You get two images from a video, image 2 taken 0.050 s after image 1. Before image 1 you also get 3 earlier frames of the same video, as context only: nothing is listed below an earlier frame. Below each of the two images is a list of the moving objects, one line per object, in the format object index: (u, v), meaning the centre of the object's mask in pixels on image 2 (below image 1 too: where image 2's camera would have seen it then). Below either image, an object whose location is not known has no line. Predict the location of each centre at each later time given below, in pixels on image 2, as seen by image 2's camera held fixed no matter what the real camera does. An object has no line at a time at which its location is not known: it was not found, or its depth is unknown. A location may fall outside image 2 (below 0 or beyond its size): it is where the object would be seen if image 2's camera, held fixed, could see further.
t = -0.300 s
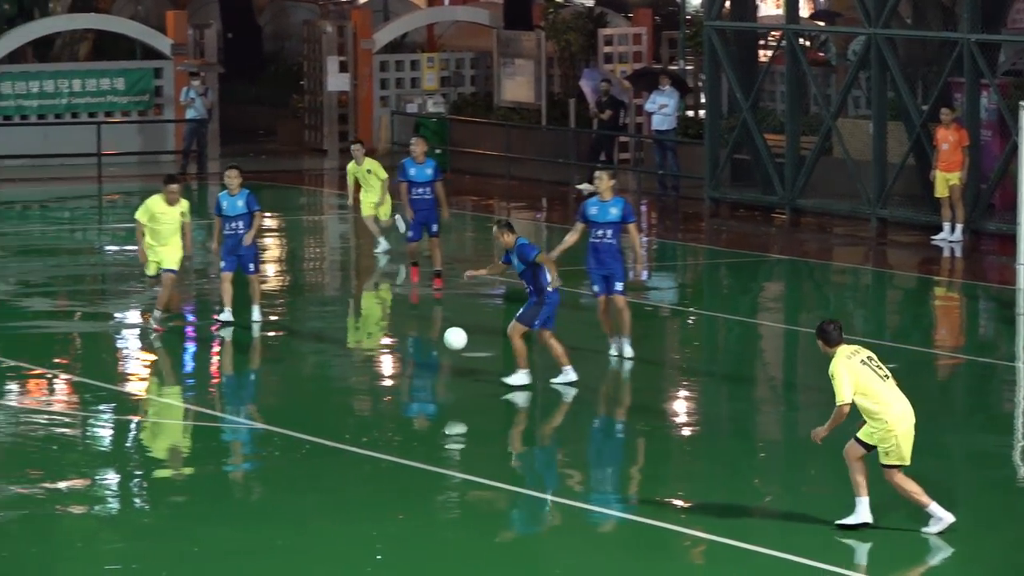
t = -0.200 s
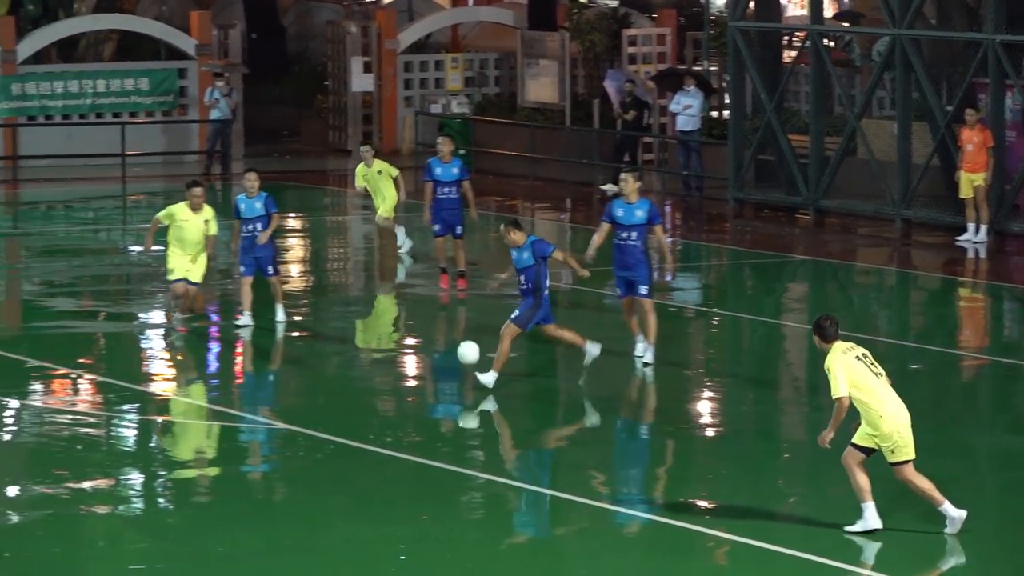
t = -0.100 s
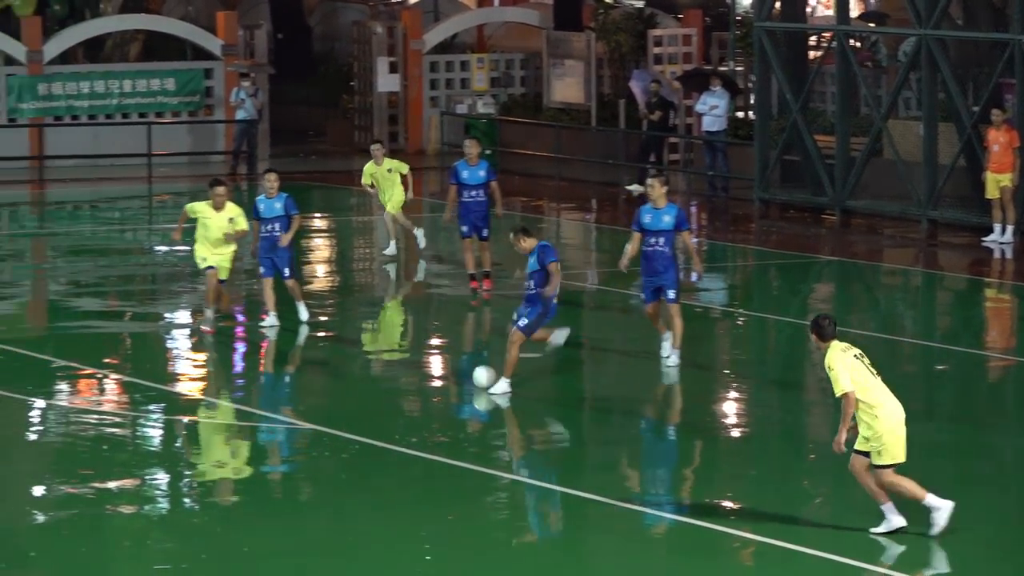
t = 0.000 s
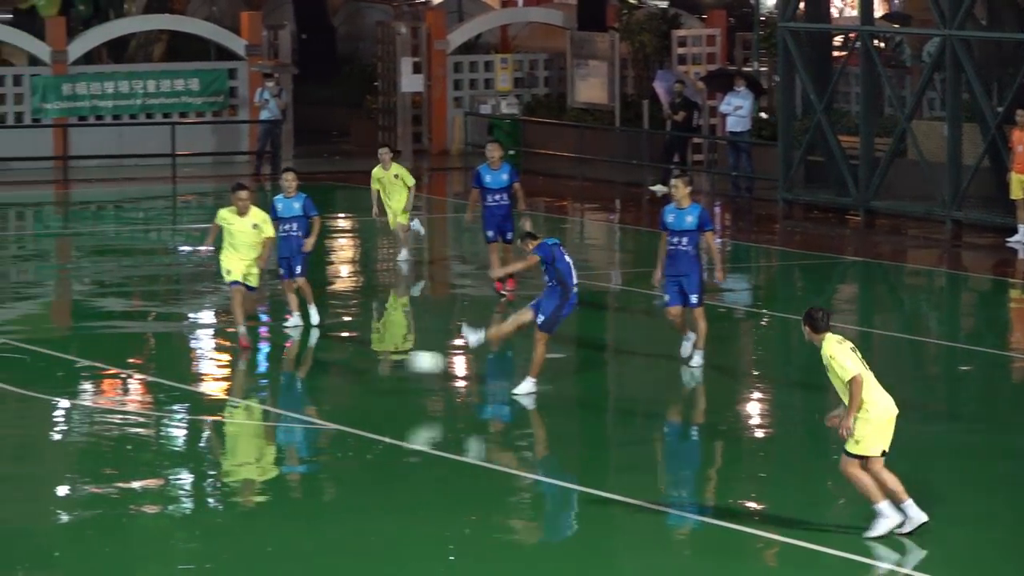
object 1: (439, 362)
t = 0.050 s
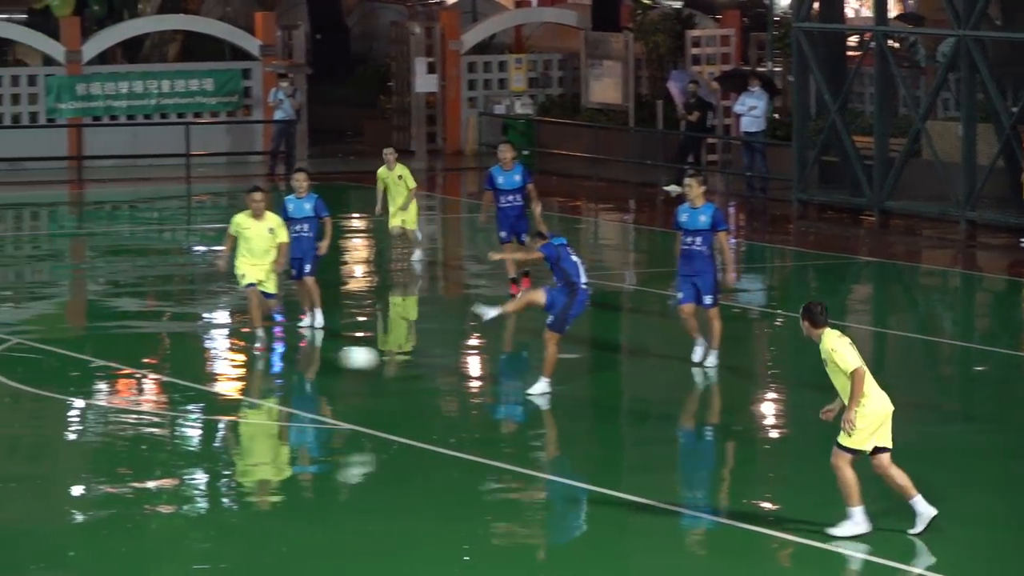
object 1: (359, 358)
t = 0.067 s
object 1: (332, 357)
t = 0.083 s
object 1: (305, 357)
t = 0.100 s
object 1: (280, 358)
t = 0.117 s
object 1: (254, 357)
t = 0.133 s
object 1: (218, 359)
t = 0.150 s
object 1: (192, 360)
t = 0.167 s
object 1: (166, 361)
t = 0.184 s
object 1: (138, 363)
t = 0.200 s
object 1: (108, 366)
